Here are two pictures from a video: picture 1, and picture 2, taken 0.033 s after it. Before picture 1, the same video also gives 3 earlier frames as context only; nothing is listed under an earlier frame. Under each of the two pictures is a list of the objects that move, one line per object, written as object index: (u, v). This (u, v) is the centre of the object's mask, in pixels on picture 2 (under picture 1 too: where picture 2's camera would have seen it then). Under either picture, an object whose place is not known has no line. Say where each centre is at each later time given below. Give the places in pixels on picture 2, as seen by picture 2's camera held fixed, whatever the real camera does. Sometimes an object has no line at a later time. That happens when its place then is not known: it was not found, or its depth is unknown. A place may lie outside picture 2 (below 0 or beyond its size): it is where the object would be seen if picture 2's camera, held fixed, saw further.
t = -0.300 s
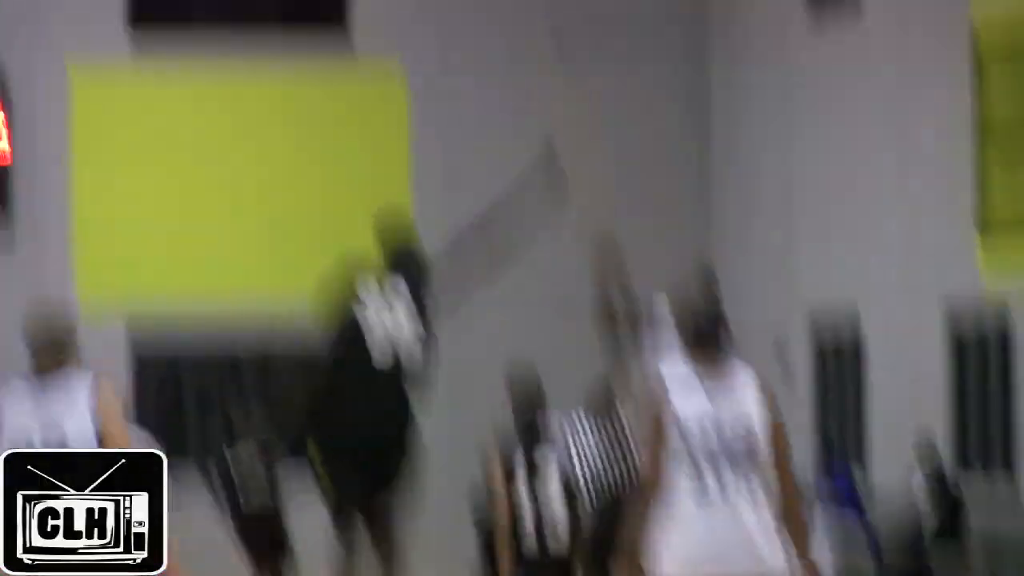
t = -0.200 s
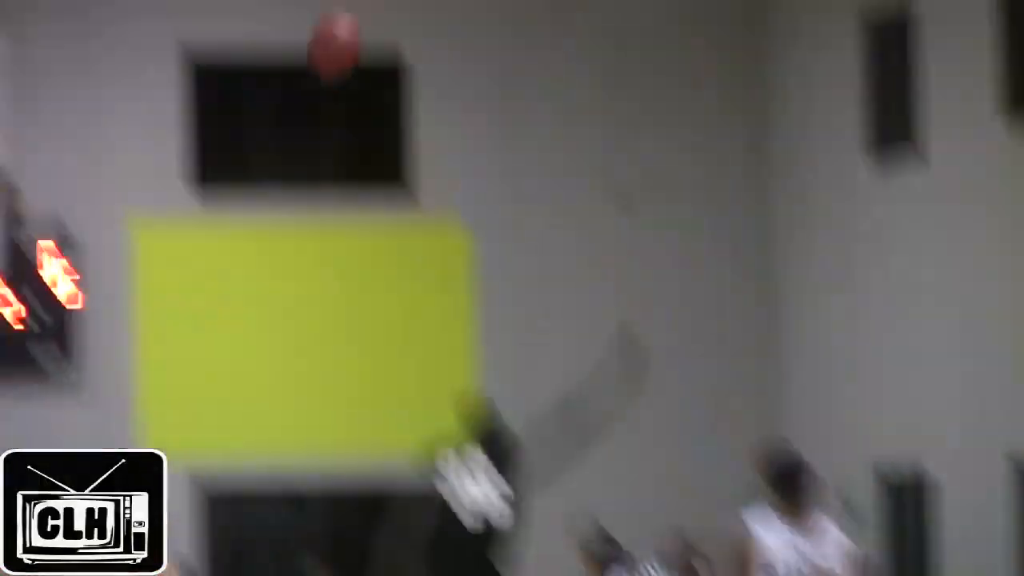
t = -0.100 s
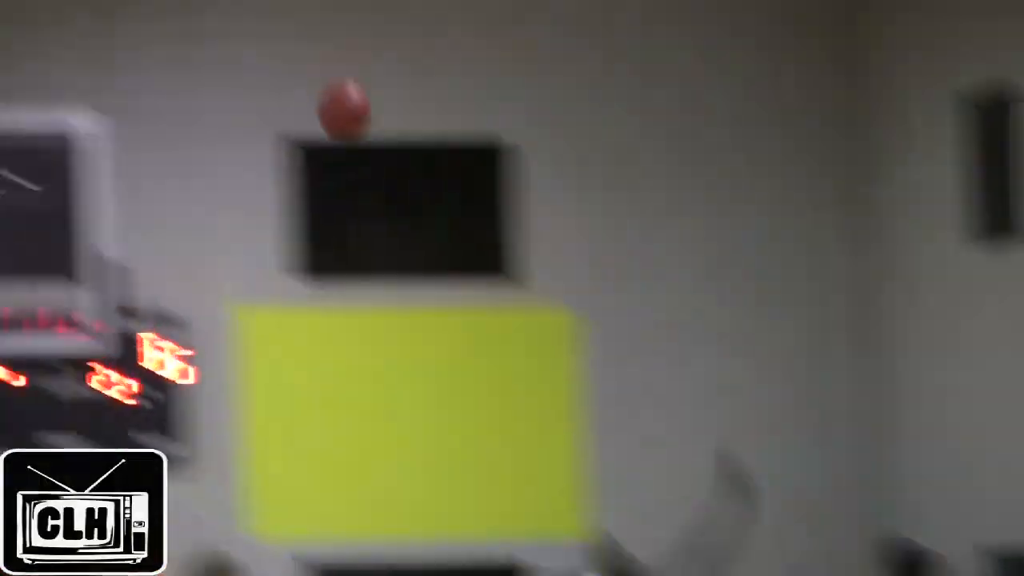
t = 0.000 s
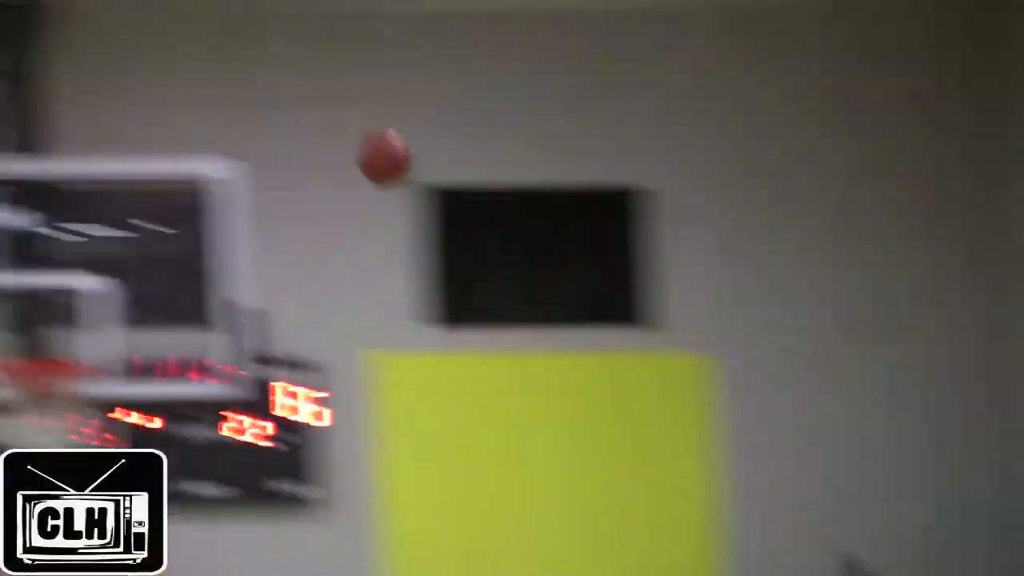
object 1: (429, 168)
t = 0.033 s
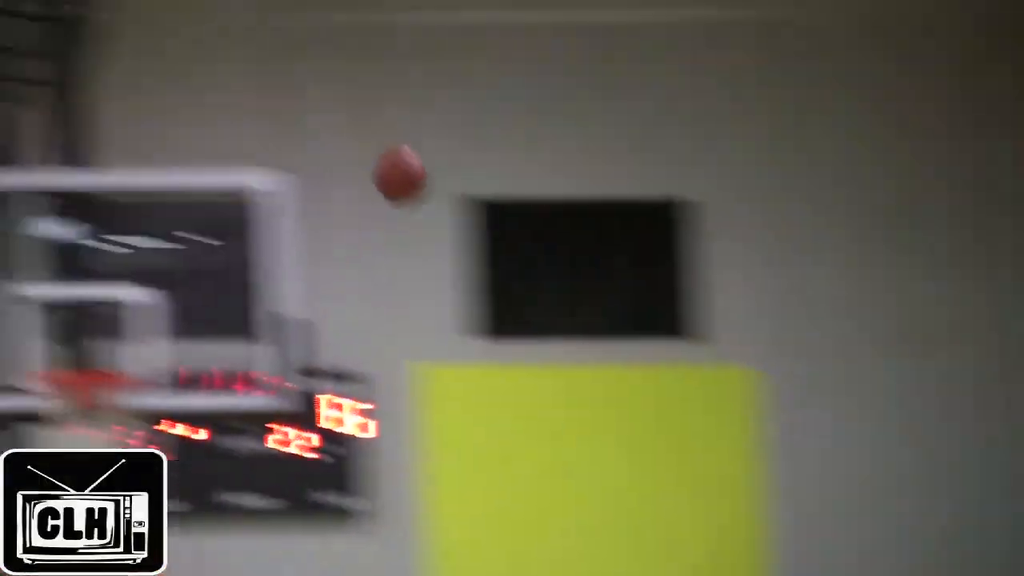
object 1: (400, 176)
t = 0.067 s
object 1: (376, 187)
